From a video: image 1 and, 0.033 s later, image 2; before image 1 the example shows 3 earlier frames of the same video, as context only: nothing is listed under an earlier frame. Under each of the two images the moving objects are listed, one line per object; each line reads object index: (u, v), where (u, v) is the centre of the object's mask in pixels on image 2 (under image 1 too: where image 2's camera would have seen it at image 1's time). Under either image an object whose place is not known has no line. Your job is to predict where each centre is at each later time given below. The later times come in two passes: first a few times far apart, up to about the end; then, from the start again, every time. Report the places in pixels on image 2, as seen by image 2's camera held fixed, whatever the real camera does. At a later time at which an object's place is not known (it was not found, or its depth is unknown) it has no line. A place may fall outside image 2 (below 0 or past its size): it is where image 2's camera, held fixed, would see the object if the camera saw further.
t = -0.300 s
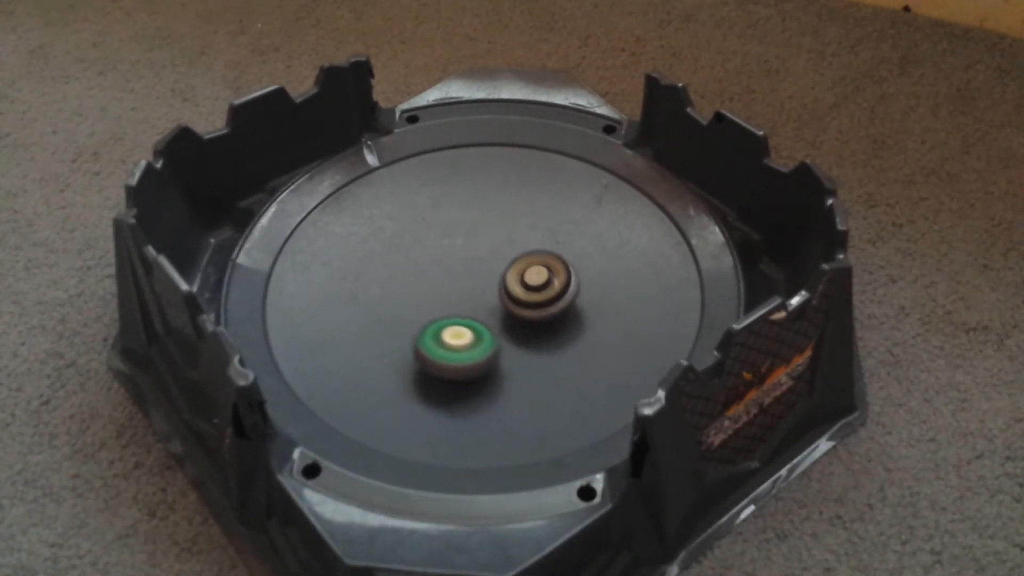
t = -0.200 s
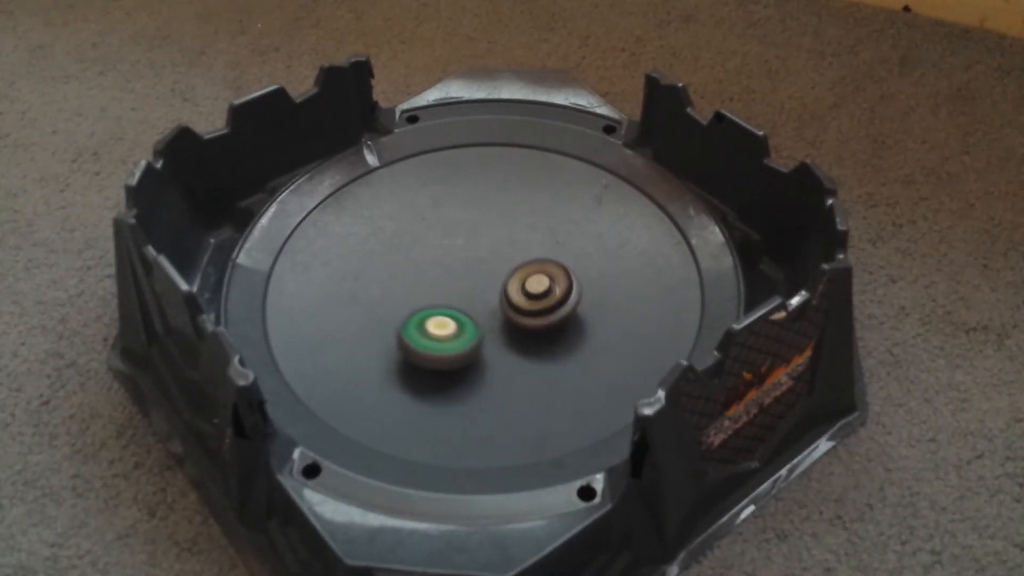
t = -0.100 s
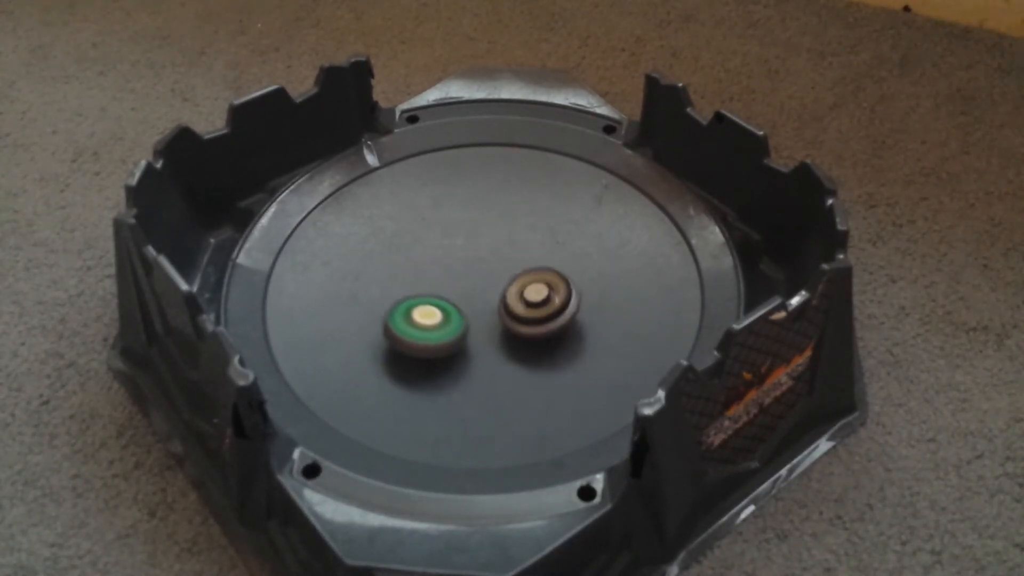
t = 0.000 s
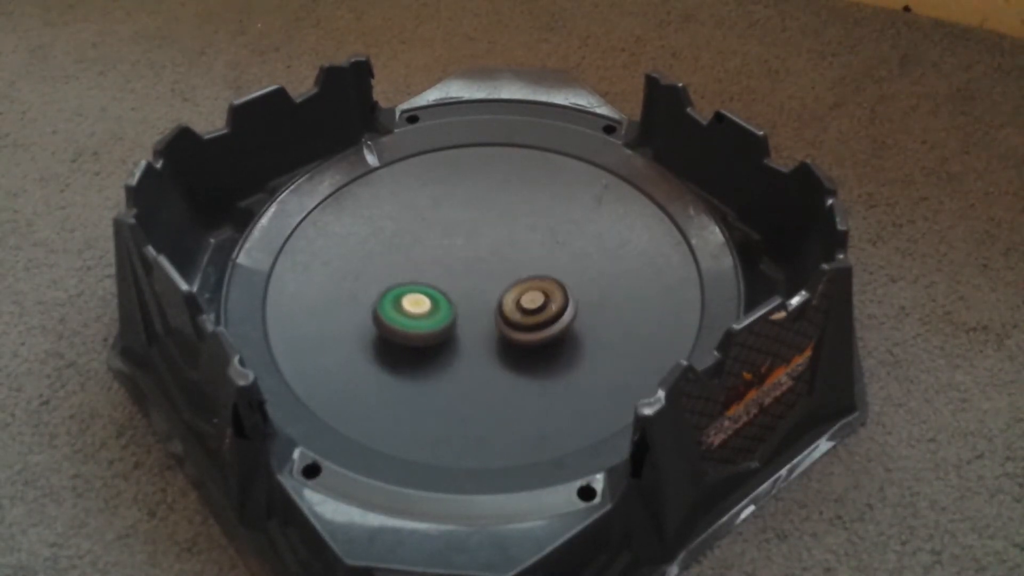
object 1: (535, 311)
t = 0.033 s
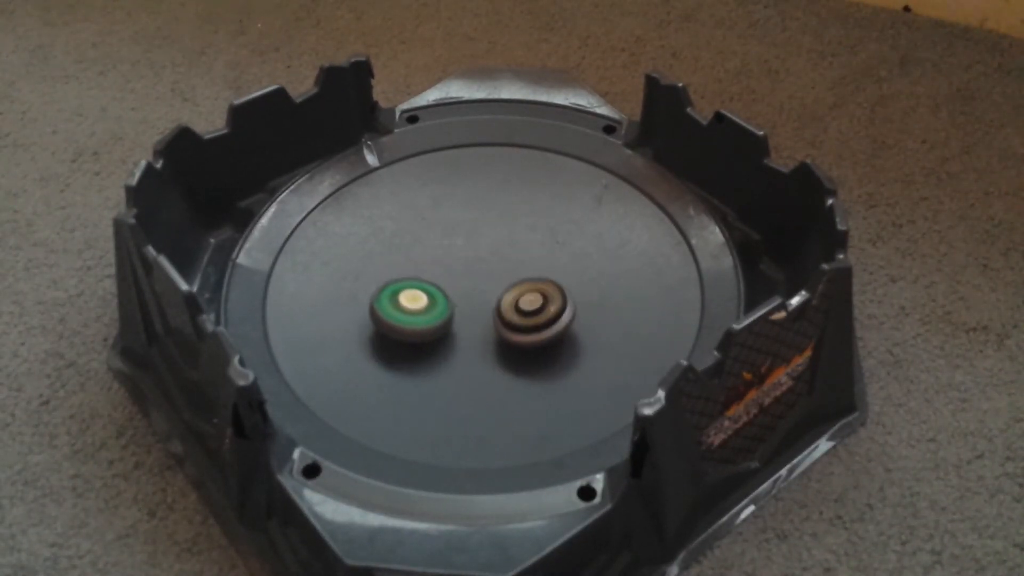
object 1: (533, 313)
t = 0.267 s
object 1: (515, 321)
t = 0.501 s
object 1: (492, 322)
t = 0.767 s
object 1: (467, 311)
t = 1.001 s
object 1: (452, 294)
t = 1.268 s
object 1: (424, 300)
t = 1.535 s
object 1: (435, 286)
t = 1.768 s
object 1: (462, 274)
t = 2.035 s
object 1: (496, 266)
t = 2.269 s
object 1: (522, 265)
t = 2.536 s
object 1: (538, 275)
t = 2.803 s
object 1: (537, 294)
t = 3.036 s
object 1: (524, 311)
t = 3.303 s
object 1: (530, 315)
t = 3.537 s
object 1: (509, 304)
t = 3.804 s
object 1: (486, 288)
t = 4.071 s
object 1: (490, 293)
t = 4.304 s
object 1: (494, 282)
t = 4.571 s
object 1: (485, 283)
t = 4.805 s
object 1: (486, 298)
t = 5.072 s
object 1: (496, 301)
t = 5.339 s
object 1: (502, 297)
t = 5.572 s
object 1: (498, 287)
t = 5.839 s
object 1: (487, 280)
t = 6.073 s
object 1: (486, 285)
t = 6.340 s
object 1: (493, 291)
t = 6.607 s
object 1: (492, 285)
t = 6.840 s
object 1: (492, 286)
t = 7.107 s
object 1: (492, 284)
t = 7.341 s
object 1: (491, 311)
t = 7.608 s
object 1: (503, 346)
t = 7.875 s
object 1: (511, 342)
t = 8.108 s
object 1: (469, 343)
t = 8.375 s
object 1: (324, 385)
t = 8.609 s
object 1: (379, 353)
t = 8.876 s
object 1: (366, 315)
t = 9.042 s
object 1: (391, 299)
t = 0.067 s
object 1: (531, 315)
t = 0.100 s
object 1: (529, 316)
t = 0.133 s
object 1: (526, 317)
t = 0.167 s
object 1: (524, 319)
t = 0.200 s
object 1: (521, 320)
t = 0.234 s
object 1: (518, 320)
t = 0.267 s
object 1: (515, 321)
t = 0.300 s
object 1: (512, 322)
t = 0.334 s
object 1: (508, 323)
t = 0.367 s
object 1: (505, 323)
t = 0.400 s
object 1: (502, 323)
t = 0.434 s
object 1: (498, 323)
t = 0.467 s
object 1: (495, 322)
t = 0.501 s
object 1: (492, 322)
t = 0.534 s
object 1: (489, 321)
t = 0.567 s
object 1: (485, 320)
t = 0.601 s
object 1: (482, 319)
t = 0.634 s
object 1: (479, 318)
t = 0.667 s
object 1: (476, 316)
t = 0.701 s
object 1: (473, 315)
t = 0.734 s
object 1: (470, 313)
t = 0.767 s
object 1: (467, 311)
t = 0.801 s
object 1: (464, 309)
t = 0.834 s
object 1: (461, 307)
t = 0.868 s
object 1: (459, 304)
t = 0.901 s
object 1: (457, 302)
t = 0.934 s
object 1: (454, 299)
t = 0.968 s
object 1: (453, 296)
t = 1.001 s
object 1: (452, 294)
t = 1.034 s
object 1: (451, 291)
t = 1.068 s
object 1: (451, 289)
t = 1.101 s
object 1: (448, 289)
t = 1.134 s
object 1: (438, 294)
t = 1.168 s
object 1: (431, 299)
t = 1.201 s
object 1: (427, 300)
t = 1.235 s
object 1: (425, 300)
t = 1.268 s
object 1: (424, 300)
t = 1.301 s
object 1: (424, 298)
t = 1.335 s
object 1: (424, 297)
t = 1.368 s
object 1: (425, 295)
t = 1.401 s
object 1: (426, 293)
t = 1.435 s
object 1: (428, 292)
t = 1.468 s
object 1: (430, 290)
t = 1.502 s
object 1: (433, 288)
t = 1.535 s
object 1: (435, 286)
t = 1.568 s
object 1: (438, 284)
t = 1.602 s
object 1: (442, 283)
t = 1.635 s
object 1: (445, 281)
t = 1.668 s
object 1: (449, 278)
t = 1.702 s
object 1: (453, 277)
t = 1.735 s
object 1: (457, 275)
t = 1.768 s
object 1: (462, 274)
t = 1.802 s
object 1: (466, 273)
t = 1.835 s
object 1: (470, 272)
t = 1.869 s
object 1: (475, 271)
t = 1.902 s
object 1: (479, 270)
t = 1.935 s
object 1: (484, 269)
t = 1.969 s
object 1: (488, 268)
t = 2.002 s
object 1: (492, 267)
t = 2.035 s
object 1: (496, 266)
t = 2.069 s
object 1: (501, 265)
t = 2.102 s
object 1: (505, 265)
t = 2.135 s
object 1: (509, 265)
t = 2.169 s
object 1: (513, 265)
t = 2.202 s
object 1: (516, 265)
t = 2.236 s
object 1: (519, 265)
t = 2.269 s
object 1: (522, 265)
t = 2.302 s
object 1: (525, 266)
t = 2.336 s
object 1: (527, 266)
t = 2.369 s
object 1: (530, 267)
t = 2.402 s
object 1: (532, 268)
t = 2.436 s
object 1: (534, 270)
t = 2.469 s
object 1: (536, 271)
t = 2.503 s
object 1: (537, 273)
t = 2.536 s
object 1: (538, 275)
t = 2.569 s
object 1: (539, 277)
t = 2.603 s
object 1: (539, 279)
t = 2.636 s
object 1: (540, 281)
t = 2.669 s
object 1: (540, 284)
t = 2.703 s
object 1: (540, 286)
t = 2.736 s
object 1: (539, 289)
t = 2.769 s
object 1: (538, 291)
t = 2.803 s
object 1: (537, 294)
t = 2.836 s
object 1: (536, 297)
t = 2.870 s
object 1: (535, 299)
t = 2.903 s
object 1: (532, 302)
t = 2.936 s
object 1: (531, 304)
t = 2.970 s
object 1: (528, 307)
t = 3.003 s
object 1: (526, 308)
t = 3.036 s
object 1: (524, 311)
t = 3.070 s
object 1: (521, 313)
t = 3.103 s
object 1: (518, 314)
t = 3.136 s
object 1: (515, 315)
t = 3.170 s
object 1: (512, 317)
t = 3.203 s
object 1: (519, 316)
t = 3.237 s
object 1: (526, 316)
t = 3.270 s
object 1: (529, 315)
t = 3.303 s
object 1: (530, 315)
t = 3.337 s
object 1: (528, 314)
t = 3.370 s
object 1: (526, 313)
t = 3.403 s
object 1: (523, 311)
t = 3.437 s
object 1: (520, 309)
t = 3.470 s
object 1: (517, 308)
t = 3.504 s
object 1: (513, 306)
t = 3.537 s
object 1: (509, 304)
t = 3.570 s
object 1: (506, 303)
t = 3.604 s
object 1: (502, 300)
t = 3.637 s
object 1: (499, 299)
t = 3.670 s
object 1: (496, 297)
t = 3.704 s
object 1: (493, 294)
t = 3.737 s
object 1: (491, 292)
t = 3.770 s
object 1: (488, 290)
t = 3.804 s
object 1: (486, 288)
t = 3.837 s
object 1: (485, 287)
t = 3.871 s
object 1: (483, 285)
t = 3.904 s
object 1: (481, 284)
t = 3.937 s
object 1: (480, 284)
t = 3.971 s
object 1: (483, 288)
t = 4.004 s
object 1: (487, 292)
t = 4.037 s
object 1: (489, 293)
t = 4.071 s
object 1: (490, 293)
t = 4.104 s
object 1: (491, 292)
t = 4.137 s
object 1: (492, 291)
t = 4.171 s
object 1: (493, 290)
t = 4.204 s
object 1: (494, 287)
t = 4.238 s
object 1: (495, 285)
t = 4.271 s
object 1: (494, 283)
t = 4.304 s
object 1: (494, 282)
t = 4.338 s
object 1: (493, 281)
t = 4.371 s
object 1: (492, 280)
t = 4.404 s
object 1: (490, 280)
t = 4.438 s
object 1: (490, 280)
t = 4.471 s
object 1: (489, 279)
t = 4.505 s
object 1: (488, 279)
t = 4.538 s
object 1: (488, 280)
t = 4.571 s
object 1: (485, 283)
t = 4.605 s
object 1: (484, 286)
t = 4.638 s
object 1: (484, 289)
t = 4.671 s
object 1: (484, 291)
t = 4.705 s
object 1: (484, 293)
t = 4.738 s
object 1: (485, 295)
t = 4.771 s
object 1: (486, 297)
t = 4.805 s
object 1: (486, 298)
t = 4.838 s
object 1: (488, 299)
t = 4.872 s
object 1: (489, 300)
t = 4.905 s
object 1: (491, 301)
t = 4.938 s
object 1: (492, 301)
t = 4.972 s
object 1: (493, 301)
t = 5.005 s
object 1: (494, 301)
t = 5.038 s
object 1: (495, 301)
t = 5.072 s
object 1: (496, 301)
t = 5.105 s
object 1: (497, 301)
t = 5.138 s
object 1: (498, 301)
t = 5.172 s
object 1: (499, 300)
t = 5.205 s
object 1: (500, 300)
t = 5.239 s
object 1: (501, 299)
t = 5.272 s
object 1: (502, 299)
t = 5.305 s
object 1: (502, 298)
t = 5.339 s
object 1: (502, 297)
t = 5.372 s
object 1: (502, 296)
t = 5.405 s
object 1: (502, 295)
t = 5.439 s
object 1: (502, 293)
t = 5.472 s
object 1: (501, 292)
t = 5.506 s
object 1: (500, 291)
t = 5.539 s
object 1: (499, 289)
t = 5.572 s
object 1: (498, 287)
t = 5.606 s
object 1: (497, 285)
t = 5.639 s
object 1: (496, 283)
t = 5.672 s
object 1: (494, 282)
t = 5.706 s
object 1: (492, 281)
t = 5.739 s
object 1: (491, 280)
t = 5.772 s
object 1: (489, 280)
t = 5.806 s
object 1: (488, 280)
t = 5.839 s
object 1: (487, 280)
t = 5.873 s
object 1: (486, 280)
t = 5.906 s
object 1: (485, 281)
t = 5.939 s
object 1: (485, 281)
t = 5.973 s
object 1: (485, 282)
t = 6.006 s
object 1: (485, 283)
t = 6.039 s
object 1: (486, 284)
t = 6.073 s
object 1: (486, 285)
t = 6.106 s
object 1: (487, 286)
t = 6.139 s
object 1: (487, 287)
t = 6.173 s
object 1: (488, 289)
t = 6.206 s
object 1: (489, 290)
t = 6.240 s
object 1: (490, 291)
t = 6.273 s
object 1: (491, 291)
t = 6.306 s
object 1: (492, 291)
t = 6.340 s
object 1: (493, 291)
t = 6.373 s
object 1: (493, 291)
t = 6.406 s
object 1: (493, 290)
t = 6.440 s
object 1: (493, 289)
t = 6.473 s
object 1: (493, 289)
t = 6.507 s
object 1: (493, 288)
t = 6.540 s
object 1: (492, 286)
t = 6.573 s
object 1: (492, 286)
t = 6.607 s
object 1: (492, 285)
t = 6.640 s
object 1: (492, 285)
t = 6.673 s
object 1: (493, 285)
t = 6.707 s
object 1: (493, 285)
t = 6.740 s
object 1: (493, 285)
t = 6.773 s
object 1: (493, 285)
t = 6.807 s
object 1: (492, 286)
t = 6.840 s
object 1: (492, 286)
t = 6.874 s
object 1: (492, 286)
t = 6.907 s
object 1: (493, 286)
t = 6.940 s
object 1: (493, 286)
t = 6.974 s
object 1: (494, 286)
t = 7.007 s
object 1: (494, 285)
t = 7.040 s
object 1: (494, 285)
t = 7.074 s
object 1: (493, 284)
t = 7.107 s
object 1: (492, 284)
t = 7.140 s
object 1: (492, 285)
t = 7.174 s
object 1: (492, 285)
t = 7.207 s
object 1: (492, 286)
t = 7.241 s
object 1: (493, 288)
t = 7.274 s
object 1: (493, 288)
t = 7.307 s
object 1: (492, 297)
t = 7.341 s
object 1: (491, 311)
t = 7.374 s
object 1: (491, 323)
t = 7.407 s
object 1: (491, 332)
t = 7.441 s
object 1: (492, 337)
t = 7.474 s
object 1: (493, 341)
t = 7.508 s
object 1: (496, 343)
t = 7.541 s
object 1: (498, 344)
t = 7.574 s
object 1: (501, 345)
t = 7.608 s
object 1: (503, 346)
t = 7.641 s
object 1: (505, 346)
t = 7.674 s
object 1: (506, 346)
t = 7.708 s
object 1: (507, 346)
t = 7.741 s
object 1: (508, 345)
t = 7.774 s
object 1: (509, 345)
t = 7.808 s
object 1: (510, 344)
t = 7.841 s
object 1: (511, 343)
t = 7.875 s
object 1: (511, 342)
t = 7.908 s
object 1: (510, 340)
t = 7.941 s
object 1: (510, 338)
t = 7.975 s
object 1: (509, 336)
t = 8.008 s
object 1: (508, 333)
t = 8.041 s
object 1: (508, 330)
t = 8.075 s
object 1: (505, 329)
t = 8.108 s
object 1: (469, 343)
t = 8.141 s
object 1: (427, 360)
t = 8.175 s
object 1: (392, 371)
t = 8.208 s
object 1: (360, 380)
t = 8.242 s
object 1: (338, 386)
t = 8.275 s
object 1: (327, 387)
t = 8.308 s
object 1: (320, 388)
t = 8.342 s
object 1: (319, 388)
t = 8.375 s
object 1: (324, 385)
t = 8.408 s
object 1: (333, 381)
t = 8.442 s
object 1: (339, 378)
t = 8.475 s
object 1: (348, 374)
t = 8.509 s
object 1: (357, 369)
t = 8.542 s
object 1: (365, 363)
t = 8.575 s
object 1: (373, 359)
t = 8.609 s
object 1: (379, 353)
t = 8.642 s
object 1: (386, 347)
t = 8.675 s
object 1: (392, 341)
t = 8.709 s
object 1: (399, 335)
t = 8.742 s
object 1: (406, 329)
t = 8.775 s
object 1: (399, 324)
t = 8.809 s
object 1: (383, 322)
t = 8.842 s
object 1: (372, 318)
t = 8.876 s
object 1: (366, 315)
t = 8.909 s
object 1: (366, 311)
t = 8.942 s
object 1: (370, 308)
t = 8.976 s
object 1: (375, 304)
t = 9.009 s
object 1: (383, 302)
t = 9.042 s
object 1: (391, 299)
